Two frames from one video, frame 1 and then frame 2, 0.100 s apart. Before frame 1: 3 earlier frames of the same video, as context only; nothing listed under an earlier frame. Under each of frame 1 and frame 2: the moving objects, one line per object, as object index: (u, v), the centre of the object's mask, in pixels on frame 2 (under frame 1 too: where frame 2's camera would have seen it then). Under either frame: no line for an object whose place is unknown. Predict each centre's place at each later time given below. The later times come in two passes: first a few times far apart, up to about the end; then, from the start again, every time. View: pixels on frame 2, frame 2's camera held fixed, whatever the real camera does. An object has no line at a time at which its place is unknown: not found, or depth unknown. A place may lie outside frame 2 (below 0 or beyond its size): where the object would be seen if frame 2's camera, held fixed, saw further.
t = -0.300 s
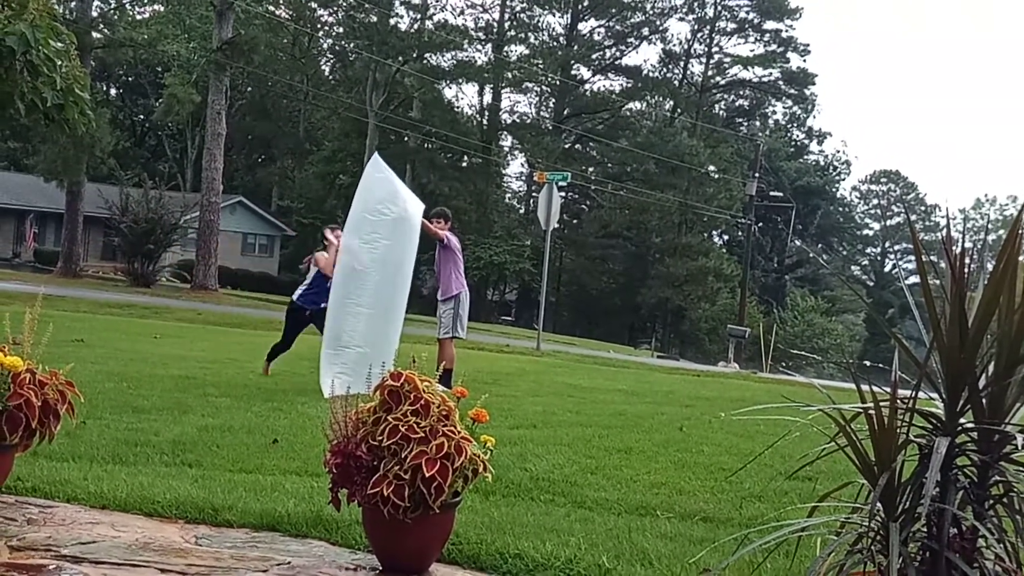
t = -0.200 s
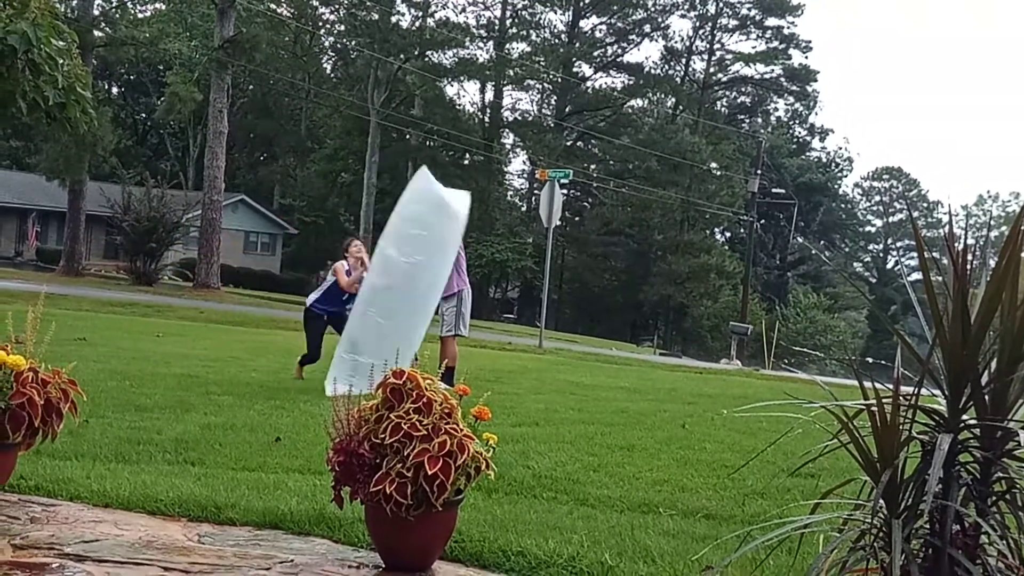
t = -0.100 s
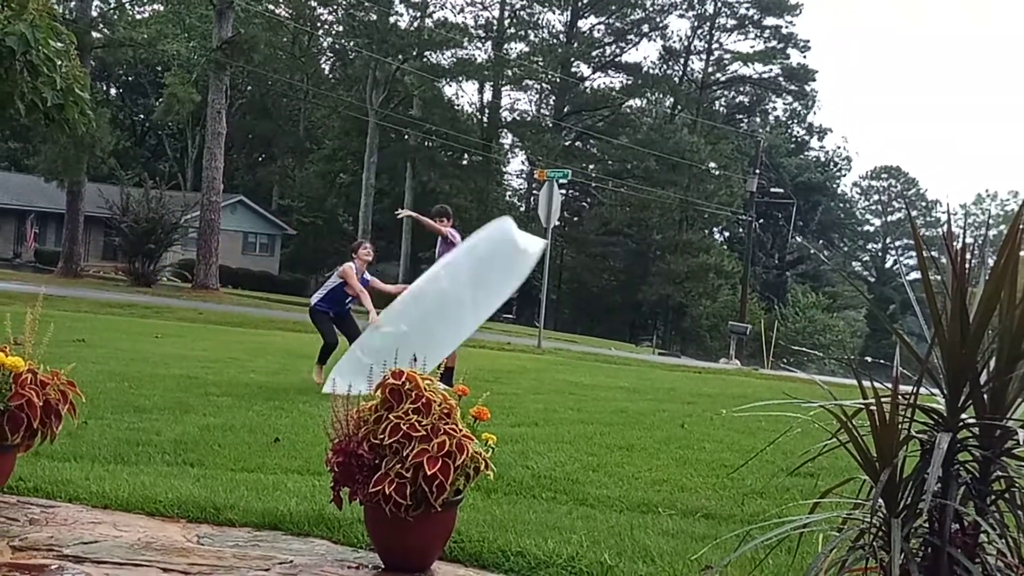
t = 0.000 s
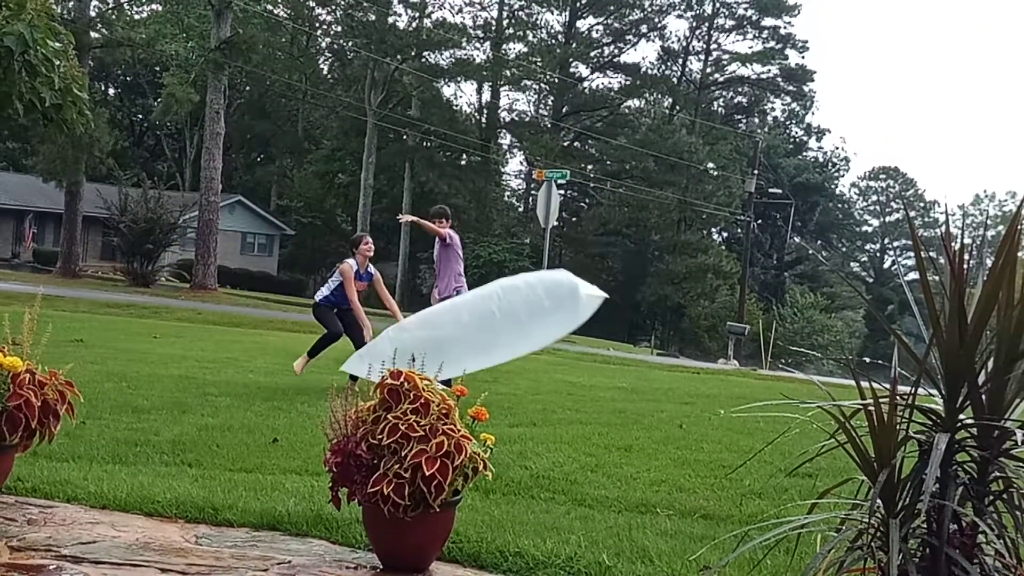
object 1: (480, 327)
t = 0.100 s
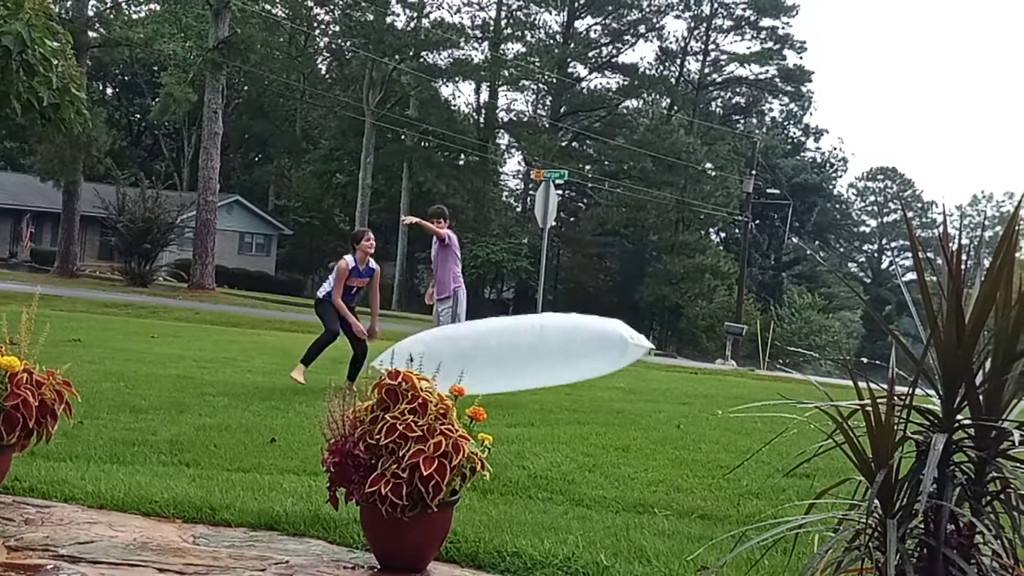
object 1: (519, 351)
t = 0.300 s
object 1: (566, 367)
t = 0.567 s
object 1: (600, 355)
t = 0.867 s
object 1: (631, 364)
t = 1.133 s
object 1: (642, 378)
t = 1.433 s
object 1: (636, 374)
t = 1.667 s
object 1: (636, 376)
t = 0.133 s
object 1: (532, 360)
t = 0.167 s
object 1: (545, 368)
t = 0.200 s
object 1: (557, 374)
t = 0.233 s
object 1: (559, 373)
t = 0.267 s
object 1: (562, 370)
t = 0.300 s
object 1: (566, 367)
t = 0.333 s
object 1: (571, 364)
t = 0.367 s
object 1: (576, 361)
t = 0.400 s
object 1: (580, 359)
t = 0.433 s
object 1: (584, 357)
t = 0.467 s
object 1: (588, 356)
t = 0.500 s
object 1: (592, 355)
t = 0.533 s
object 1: (596, 355)
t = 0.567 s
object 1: (600, 355)
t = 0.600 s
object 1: (605, 355)
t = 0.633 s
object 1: (609, 356)
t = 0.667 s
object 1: (613, 357)
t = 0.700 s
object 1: (617, 358)
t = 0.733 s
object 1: (621, 359)
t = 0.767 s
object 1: (624, 360)
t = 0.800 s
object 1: (627, 362)
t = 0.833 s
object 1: (629, 363)
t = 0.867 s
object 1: (631, 364)
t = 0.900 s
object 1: (634, 366)
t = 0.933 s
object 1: (636, 368)
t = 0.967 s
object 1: (637, 369)
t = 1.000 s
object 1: (639, 371)
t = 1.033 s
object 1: (640, 373)
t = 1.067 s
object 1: (641, 375)
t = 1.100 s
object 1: (642, 377)
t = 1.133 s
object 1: (642, 378)
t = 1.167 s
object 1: (642, 379)
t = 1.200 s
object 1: (642, 378)
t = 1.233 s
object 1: (640, 377)
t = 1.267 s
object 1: (640, 376)
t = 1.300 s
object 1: (638, 375)
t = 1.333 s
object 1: (638, 374)
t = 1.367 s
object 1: (637, 374)
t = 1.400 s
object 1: (636, 374)
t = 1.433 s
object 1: (636, 374)
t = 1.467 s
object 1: (636, 374)
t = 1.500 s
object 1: (635, 374)
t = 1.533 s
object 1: (635, 375)
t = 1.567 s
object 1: (635, 375)
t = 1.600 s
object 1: (636, 375)
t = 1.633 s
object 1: (636, 376)
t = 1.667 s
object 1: (636, 376)
